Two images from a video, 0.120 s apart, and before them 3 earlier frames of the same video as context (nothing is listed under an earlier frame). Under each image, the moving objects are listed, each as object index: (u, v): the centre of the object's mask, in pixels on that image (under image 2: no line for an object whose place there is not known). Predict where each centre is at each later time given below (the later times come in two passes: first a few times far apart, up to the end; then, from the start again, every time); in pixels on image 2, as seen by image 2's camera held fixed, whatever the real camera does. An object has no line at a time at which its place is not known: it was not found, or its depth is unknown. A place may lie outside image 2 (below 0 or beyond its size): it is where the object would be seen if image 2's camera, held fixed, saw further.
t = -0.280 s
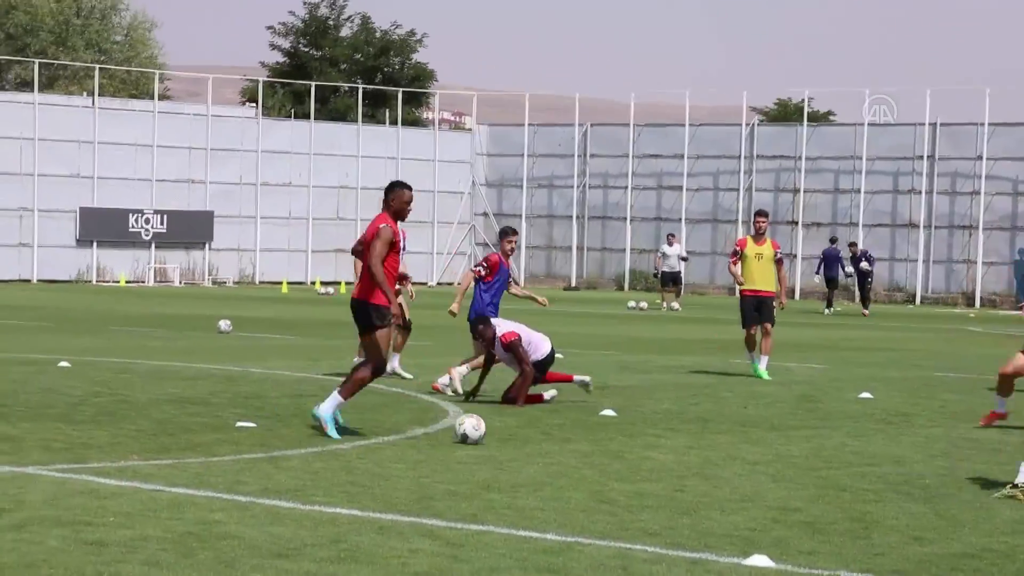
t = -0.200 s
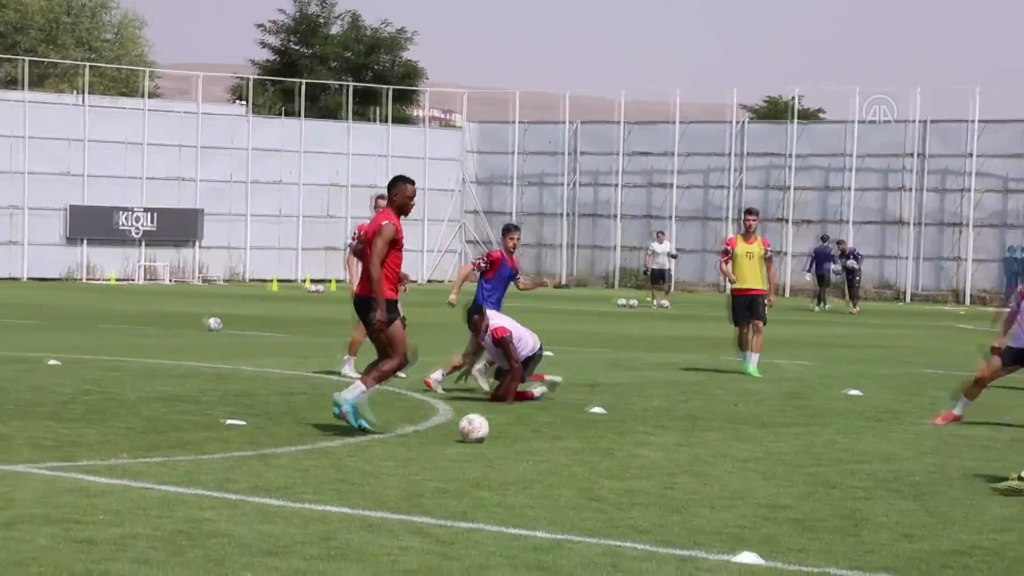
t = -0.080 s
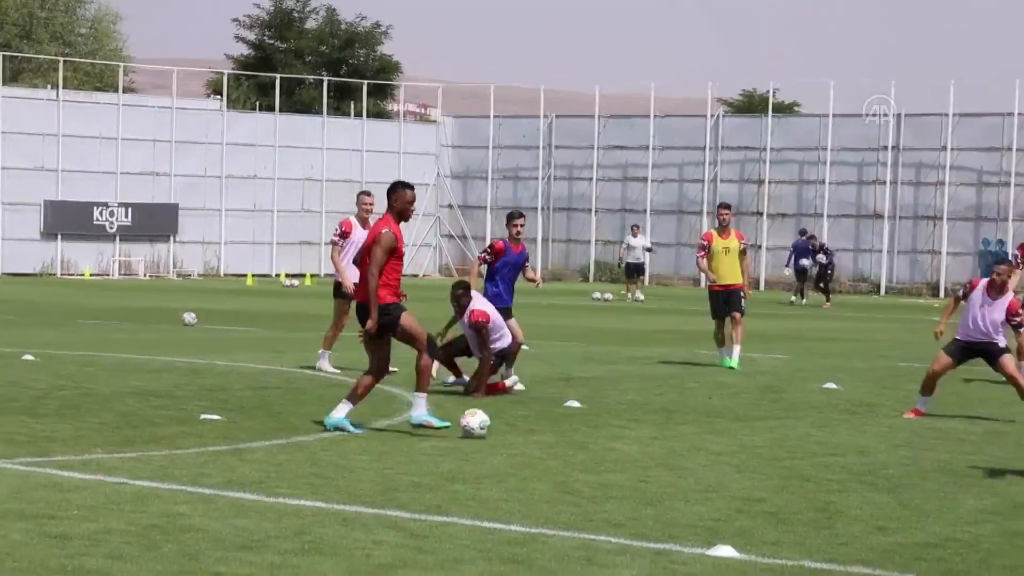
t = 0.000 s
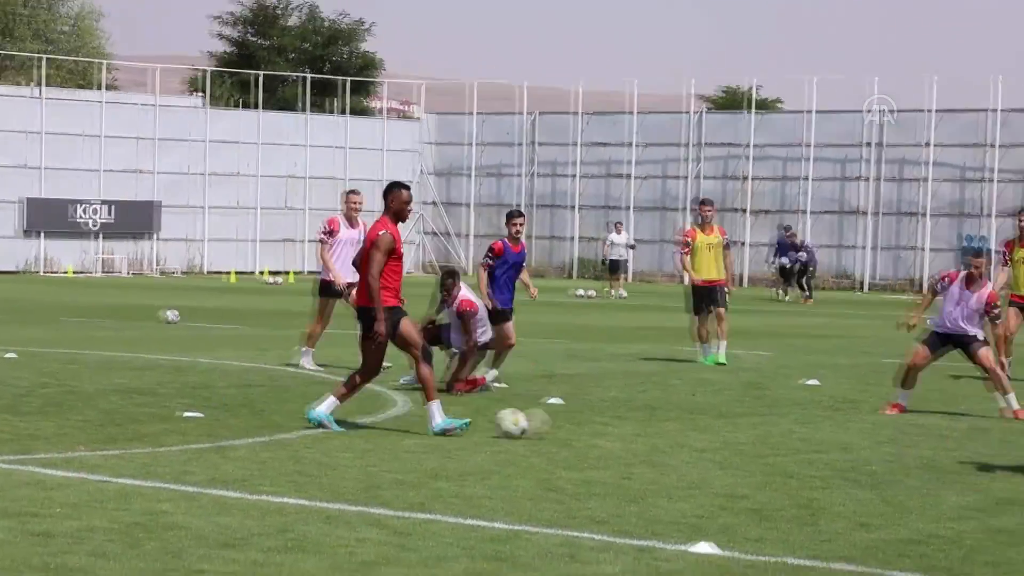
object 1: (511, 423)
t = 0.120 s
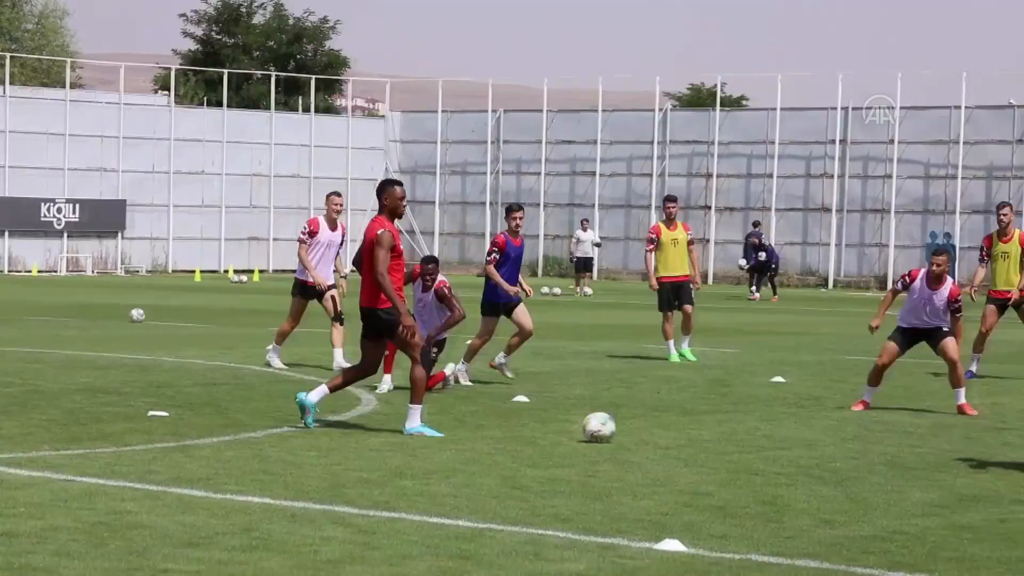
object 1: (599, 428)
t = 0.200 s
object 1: (657, 429)
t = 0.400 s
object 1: (806, 437)
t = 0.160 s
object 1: (626, 428)
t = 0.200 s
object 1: (657, 429)
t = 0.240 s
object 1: (696, 432)
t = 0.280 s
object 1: (725, 432)
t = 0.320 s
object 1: (754, 434)
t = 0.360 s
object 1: (779, 436)
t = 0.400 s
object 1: (806, 437)
